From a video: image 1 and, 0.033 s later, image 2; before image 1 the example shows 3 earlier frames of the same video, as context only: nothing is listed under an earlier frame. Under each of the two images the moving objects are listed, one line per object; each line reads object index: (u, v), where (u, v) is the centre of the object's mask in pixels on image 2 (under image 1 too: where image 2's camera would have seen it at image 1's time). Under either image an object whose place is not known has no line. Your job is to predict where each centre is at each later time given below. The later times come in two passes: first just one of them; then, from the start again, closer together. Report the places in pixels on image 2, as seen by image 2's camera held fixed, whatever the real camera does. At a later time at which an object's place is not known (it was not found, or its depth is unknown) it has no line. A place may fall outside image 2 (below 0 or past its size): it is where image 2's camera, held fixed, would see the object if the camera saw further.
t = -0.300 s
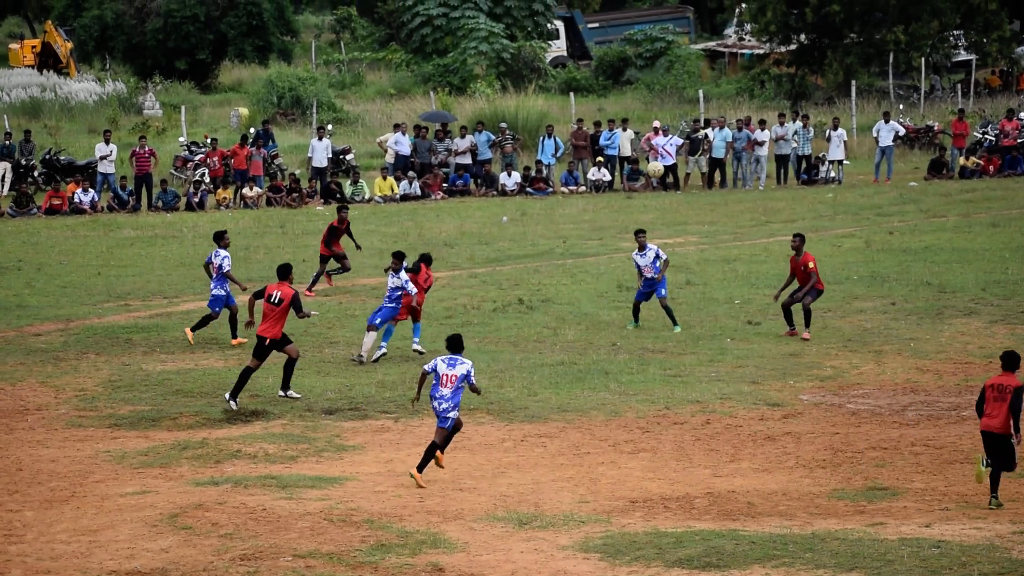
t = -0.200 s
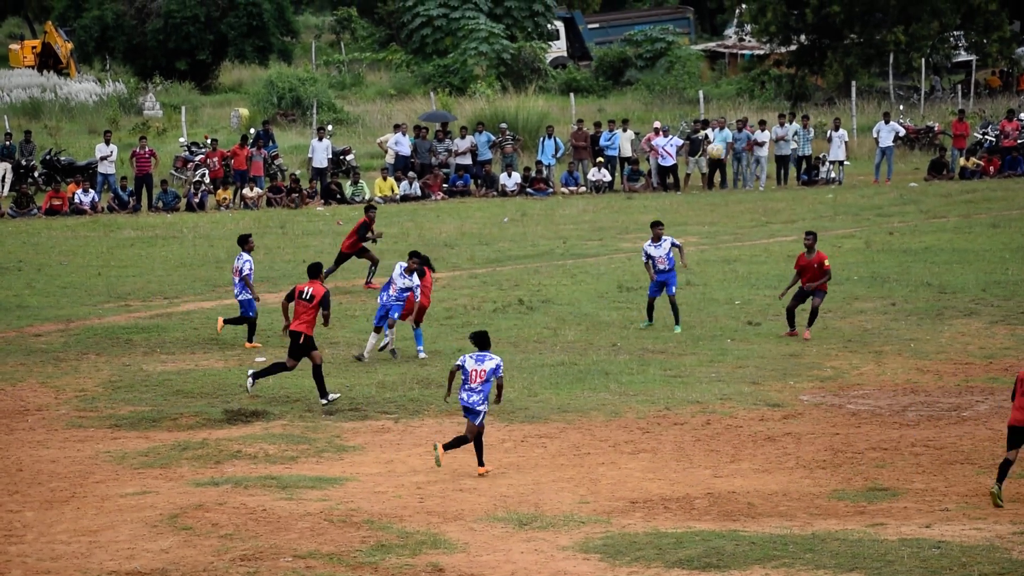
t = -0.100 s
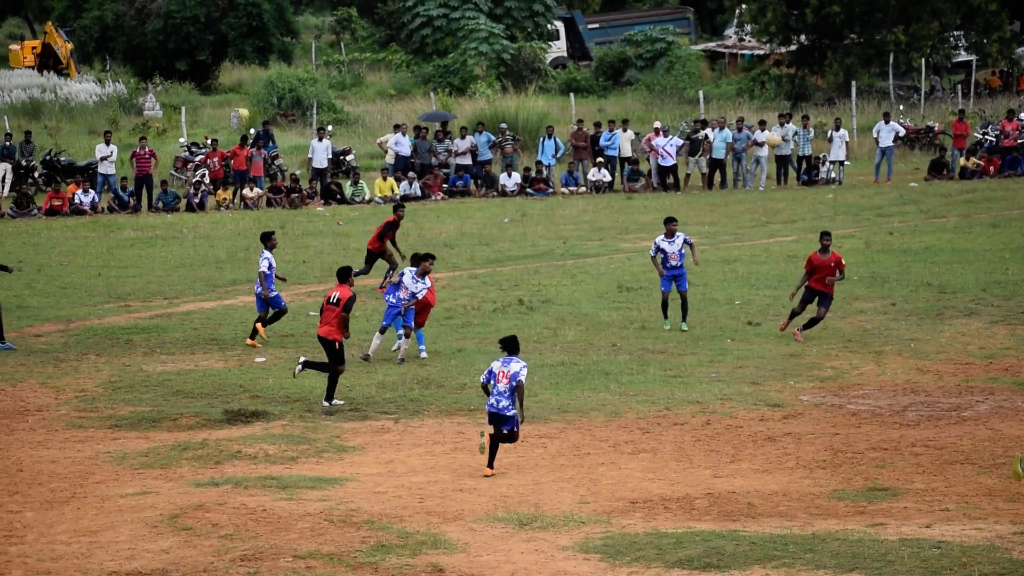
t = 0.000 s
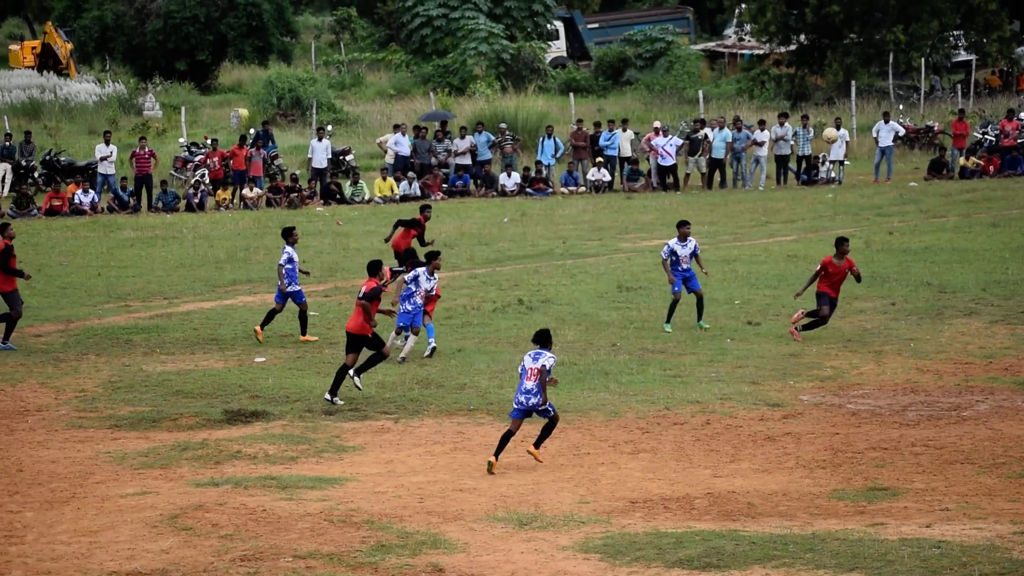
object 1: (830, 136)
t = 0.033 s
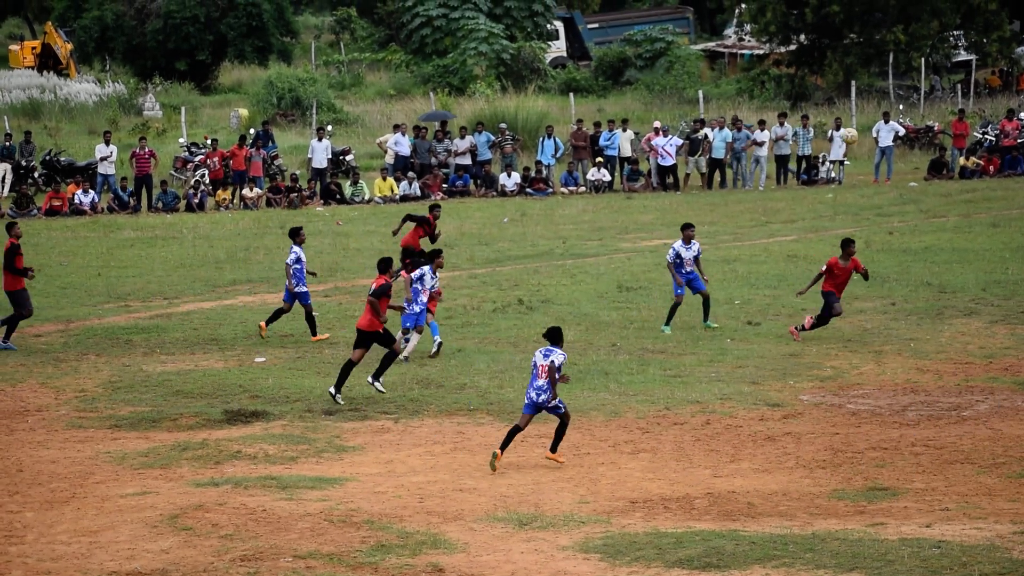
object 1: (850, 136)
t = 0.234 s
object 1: (959, 151)
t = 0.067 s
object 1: (868, 138)
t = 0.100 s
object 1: (887, 139)
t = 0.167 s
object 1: (924, 145)
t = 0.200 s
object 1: (942, 148)
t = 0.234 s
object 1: (959, 151)
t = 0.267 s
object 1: (976, 154)
